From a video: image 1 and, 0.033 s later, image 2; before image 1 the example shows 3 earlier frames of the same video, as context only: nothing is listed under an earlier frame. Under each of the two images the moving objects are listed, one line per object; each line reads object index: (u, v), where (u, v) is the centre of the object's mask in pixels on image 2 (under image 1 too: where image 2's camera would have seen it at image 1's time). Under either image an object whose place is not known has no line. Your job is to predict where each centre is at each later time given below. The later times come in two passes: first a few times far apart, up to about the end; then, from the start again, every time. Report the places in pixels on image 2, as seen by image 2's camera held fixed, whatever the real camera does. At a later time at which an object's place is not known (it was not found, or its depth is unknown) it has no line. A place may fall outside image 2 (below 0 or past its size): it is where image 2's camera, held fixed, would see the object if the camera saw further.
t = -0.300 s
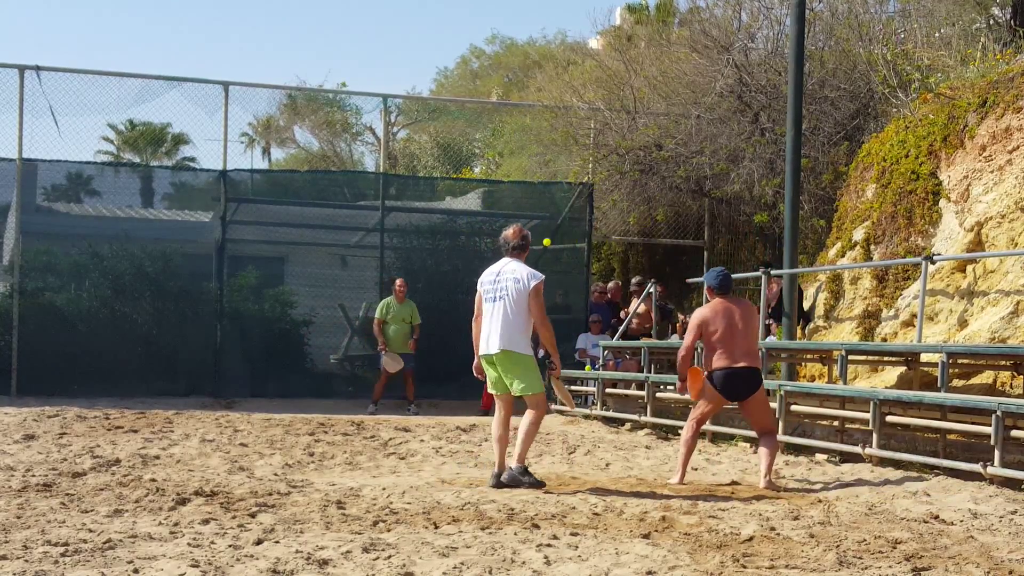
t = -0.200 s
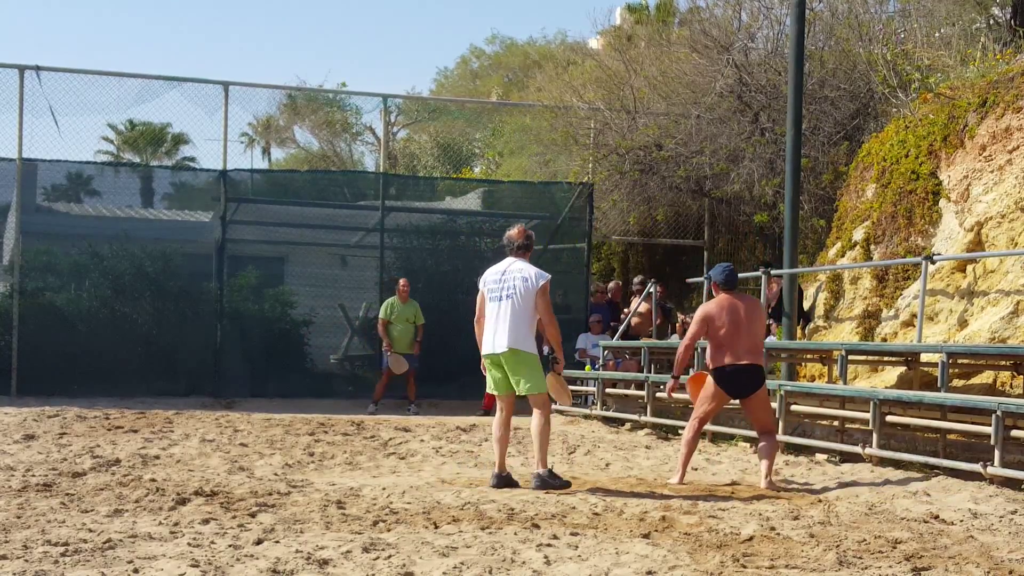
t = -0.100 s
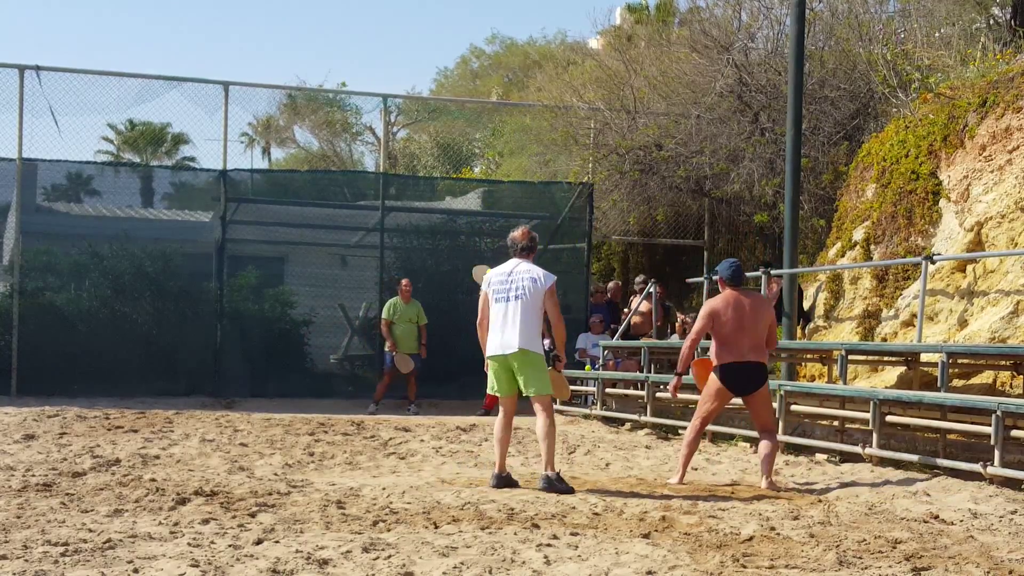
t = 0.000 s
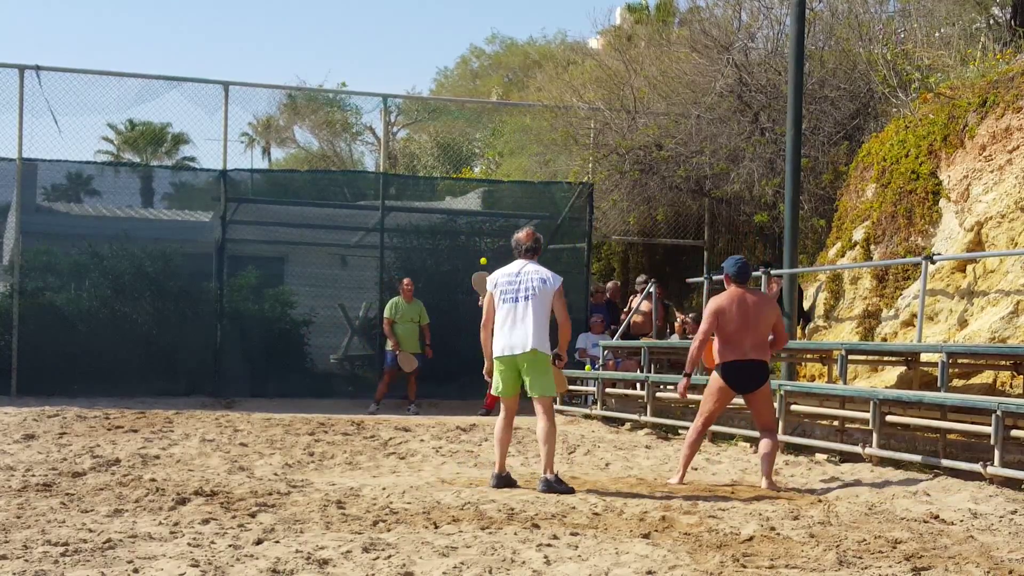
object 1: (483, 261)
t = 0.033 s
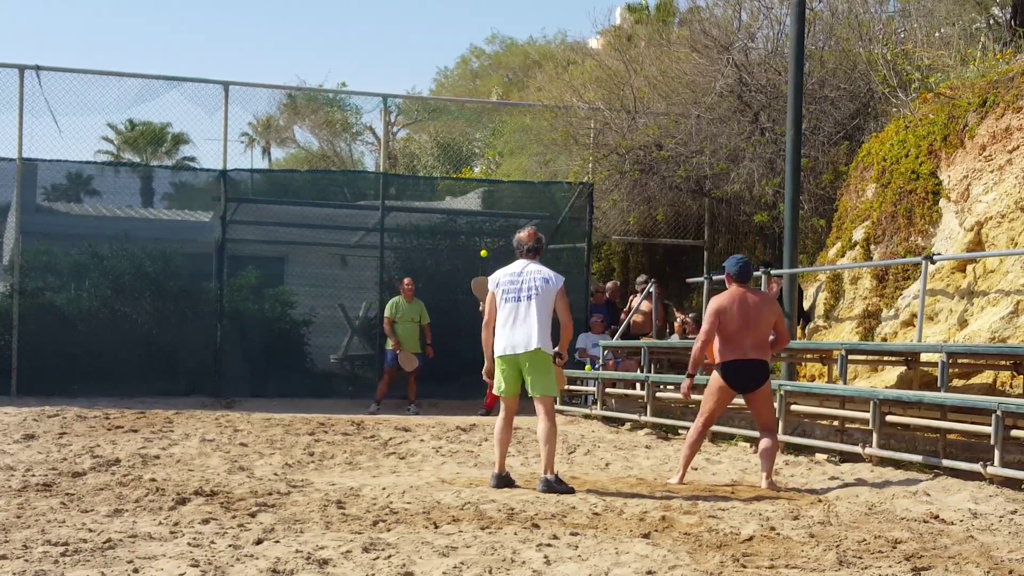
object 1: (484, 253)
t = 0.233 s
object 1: (485, 225)
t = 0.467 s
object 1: (486, 240)
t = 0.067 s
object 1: (484, 247)
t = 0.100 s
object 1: (484, 241)
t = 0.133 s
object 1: (484, 235)
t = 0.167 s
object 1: (485, 231)
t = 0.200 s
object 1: (485, 227)
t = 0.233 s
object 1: (485, 225)
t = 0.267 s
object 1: (485, 223)
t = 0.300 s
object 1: (485, 223)
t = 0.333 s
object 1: (486, 224)
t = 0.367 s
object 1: (485, 226)
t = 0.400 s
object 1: (486, 229)
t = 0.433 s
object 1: (486, 234)
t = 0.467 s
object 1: (486, 240)
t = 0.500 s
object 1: (486, 248)
